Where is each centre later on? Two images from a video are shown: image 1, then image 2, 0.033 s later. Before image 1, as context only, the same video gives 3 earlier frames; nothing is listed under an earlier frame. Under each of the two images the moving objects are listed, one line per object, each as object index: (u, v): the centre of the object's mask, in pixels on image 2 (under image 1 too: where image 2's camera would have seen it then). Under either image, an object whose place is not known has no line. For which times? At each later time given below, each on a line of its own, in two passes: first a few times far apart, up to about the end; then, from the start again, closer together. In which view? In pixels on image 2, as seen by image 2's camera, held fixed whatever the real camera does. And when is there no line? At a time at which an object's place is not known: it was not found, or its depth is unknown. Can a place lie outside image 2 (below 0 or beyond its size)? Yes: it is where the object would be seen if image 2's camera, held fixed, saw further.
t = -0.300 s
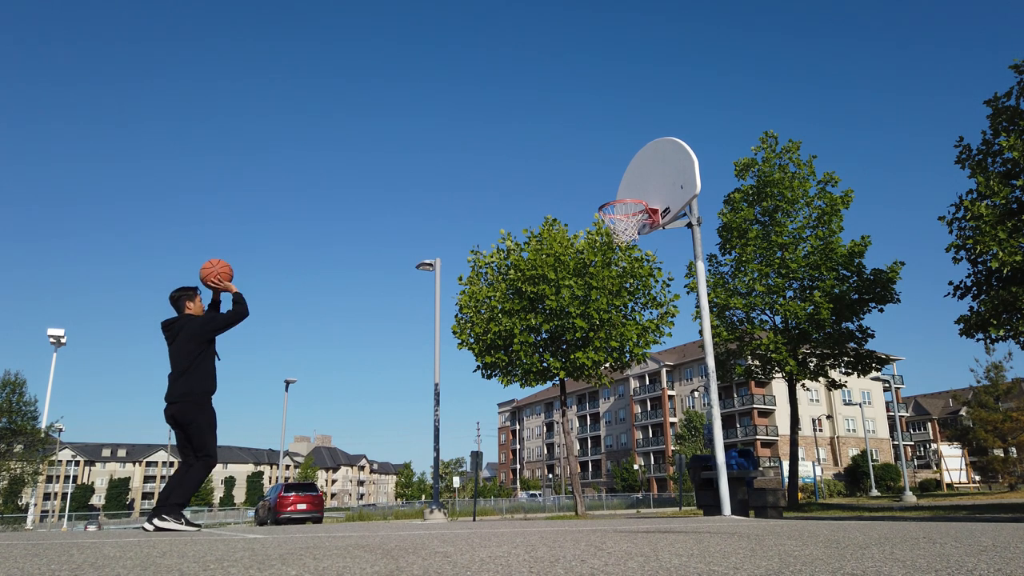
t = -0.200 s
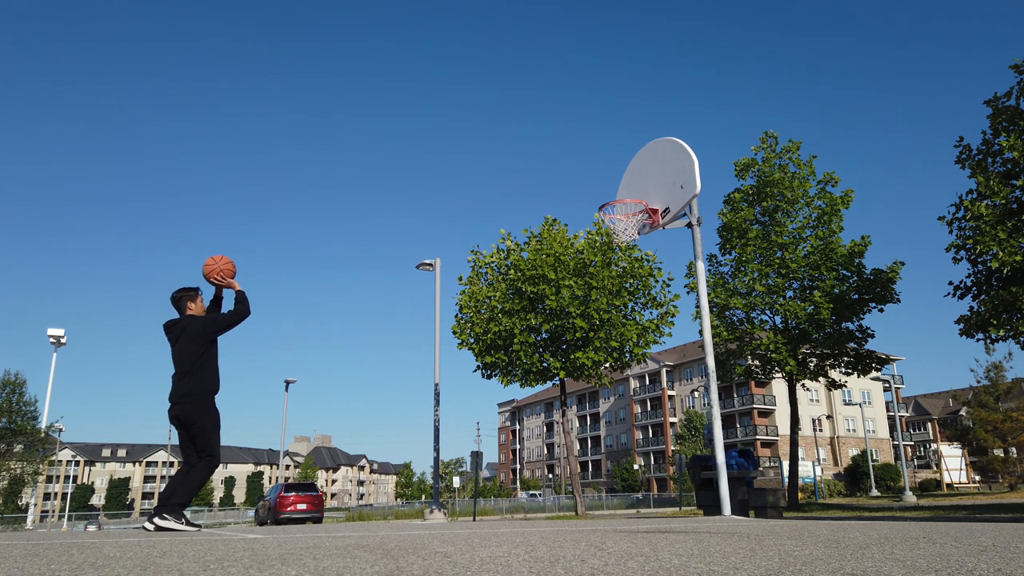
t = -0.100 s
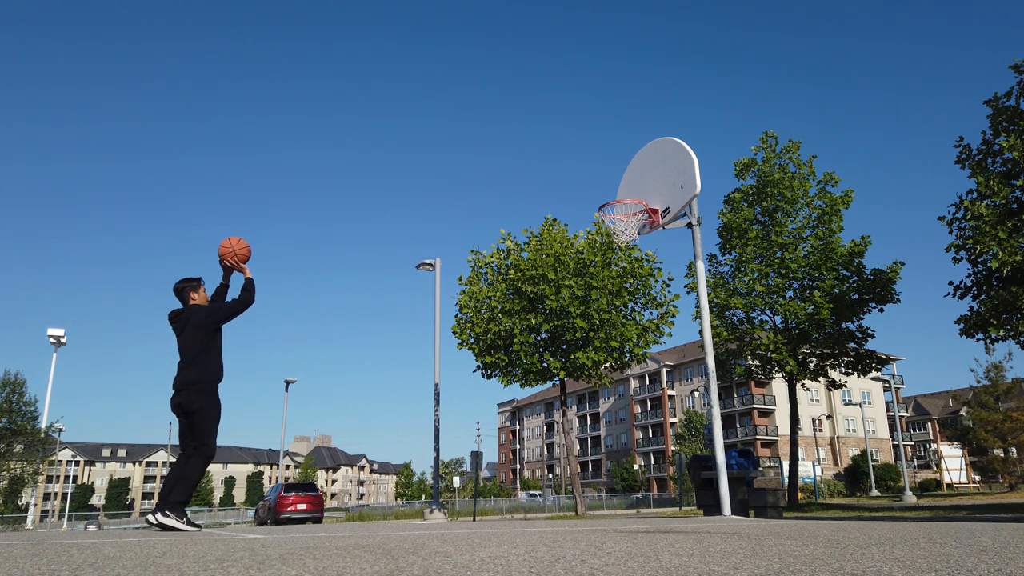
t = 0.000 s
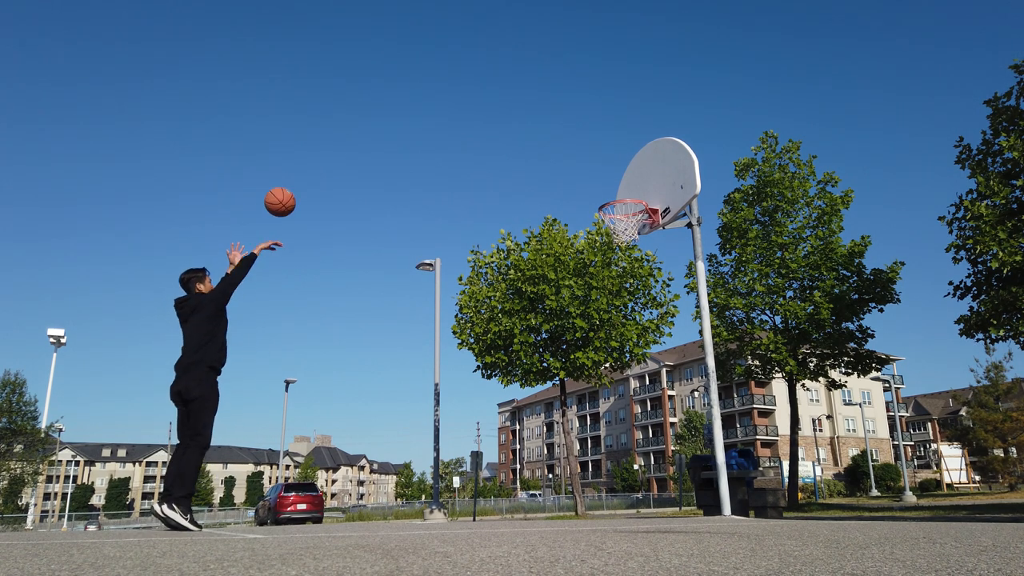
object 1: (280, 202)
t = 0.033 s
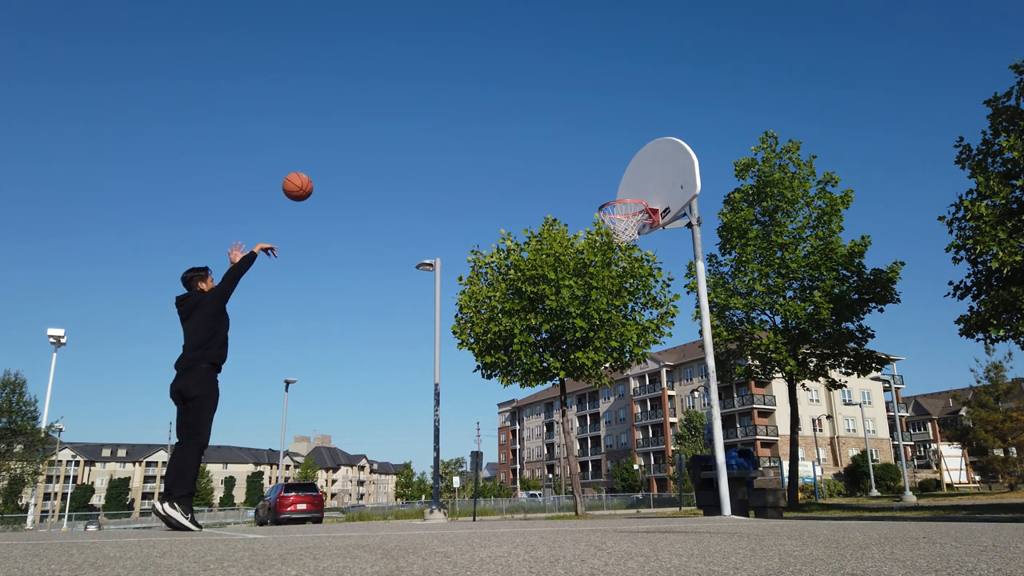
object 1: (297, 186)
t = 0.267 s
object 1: (405, 120)
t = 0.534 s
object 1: (509, 117)
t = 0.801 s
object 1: (602, 178)
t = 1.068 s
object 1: (630, 219)
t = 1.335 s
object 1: (621, 236)
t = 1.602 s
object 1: (636, 273)
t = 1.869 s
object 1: (656, 384)
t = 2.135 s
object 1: (673, 452)
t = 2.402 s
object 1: (679, 346)
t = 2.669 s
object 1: (690, 317)
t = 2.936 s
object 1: (708, 359)
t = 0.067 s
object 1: (314, 173)
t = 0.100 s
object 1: (331, 160)
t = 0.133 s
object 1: (346, 149)
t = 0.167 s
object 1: (362, 140)
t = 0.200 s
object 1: (377, 132)
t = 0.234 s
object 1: (391, 125)
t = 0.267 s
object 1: (405, 120)
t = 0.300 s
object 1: (419, 116)
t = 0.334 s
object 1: (433, 113)
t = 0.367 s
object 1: (446, 111)
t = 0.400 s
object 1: (459, 110)
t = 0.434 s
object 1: (472, 110)
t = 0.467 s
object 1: (484, 112)
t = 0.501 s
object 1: (497, 114)
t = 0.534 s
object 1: (509, 117)
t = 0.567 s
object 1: (521, 122)
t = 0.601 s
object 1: (533, 127)
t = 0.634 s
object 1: (545, 133)
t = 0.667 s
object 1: (556, 140)
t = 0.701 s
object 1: (568, 149)
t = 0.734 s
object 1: (579, 157)
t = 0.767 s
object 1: (590, 167)
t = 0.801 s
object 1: (602, 178)
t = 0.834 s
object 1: (613, 190)
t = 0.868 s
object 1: (625, 203)
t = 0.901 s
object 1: (636, 215)
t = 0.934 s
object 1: (640, 221)
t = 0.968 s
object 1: (639, 220)
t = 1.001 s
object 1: (633, 218)
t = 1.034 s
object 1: (632, 218)
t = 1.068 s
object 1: (630, 219)
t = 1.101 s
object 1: (627, 222)
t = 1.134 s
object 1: (625, 225)
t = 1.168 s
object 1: (623, 228)
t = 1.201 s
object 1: (620, 230)
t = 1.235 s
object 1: (620, 231)
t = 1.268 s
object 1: (619, 233)
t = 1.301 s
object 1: (620, 234)
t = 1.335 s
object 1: (621, 236)
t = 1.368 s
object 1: (623, 236)
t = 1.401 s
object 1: (625, 241)
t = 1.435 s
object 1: (626, 244)
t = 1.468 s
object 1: (628, 246)
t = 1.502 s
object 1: (630, 251)
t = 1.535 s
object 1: (632, 257)
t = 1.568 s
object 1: (634, 265)
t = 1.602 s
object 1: (636, 273)
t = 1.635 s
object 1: (638, 283)
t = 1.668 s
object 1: (640, 294)
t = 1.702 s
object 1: (643, 306)
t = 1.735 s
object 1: (645, 319)
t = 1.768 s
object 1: (647, 334)
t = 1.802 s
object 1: (650, 349)
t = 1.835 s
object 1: (652, 366)
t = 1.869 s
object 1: (656, 384)
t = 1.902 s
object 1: (658, 405)
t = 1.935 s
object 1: (661, 426)
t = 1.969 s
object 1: (664, 450)
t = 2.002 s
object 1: (668, 475)
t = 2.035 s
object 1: (671, 502)
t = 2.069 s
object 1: (672, 491)
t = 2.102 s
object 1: (672, 471)
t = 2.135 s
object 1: (673, 452)
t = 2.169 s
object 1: (673, 434)
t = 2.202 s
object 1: (674, 418)
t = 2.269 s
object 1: (676, 389)
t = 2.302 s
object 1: (676, 376)
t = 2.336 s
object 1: (677, 365)
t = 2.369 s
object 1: (678, 355)
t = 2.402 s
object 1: (679, 346)
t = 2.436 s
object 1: (680, 339)
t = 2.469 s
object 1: (681, 333)
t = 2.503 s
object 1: (683, 327)
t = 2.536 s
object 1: (684, 323)
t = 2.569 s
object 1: (685, 320)
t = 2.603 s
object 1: (687, 318)
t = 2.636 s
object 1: (689, 317)
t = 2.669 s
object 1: (690, 317)
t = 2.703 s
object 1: (692, 318)
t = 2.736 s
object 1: (694, 321)
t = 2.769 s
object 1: (696, 324)
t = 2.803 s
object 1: (698, 329)
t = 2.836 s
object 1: (700, 335)
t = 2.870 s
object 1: (703, 342)
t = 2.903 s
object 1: (705, 349)
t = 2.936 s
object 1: (708, 359)
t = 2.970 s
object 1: (710, 370)
